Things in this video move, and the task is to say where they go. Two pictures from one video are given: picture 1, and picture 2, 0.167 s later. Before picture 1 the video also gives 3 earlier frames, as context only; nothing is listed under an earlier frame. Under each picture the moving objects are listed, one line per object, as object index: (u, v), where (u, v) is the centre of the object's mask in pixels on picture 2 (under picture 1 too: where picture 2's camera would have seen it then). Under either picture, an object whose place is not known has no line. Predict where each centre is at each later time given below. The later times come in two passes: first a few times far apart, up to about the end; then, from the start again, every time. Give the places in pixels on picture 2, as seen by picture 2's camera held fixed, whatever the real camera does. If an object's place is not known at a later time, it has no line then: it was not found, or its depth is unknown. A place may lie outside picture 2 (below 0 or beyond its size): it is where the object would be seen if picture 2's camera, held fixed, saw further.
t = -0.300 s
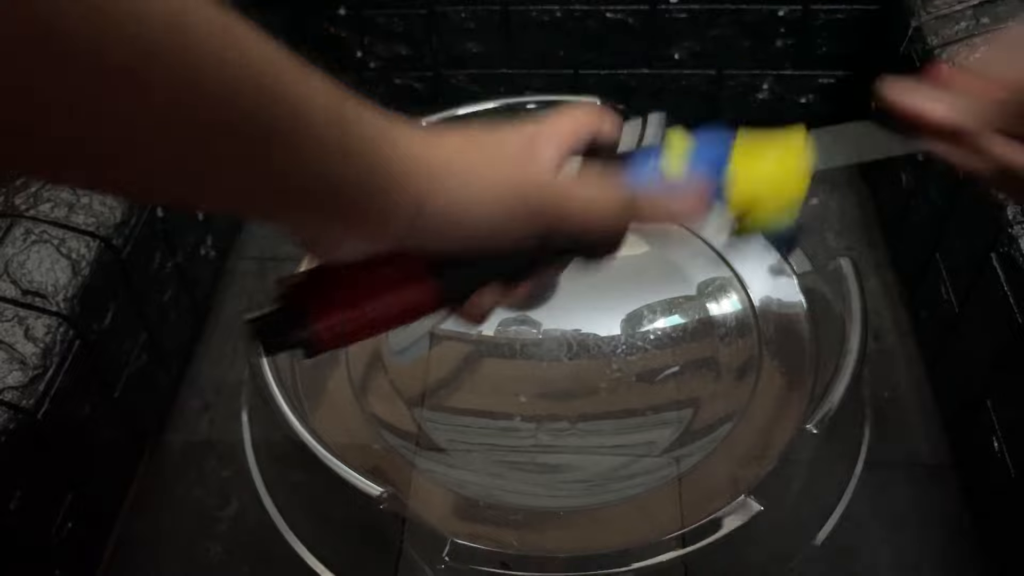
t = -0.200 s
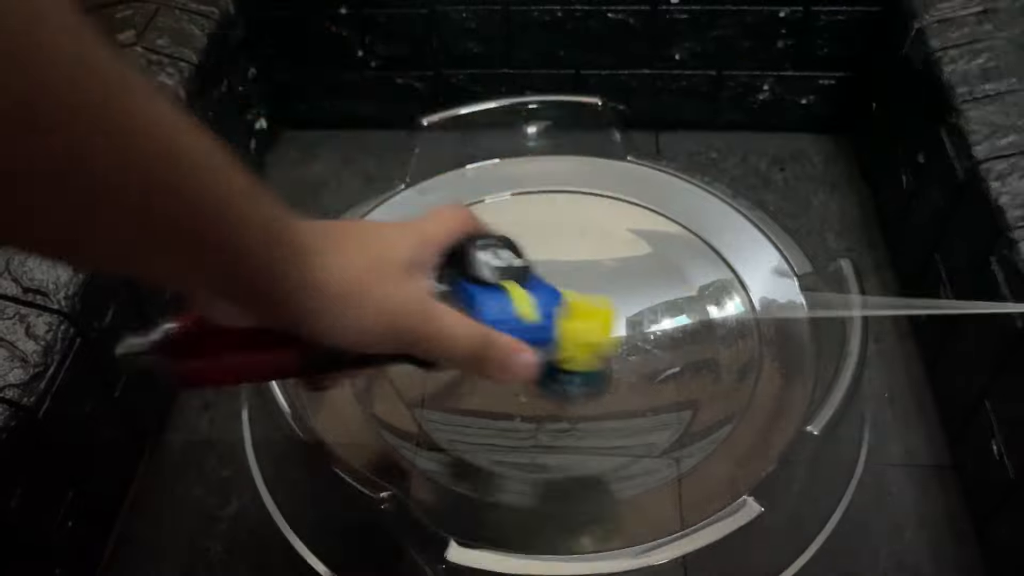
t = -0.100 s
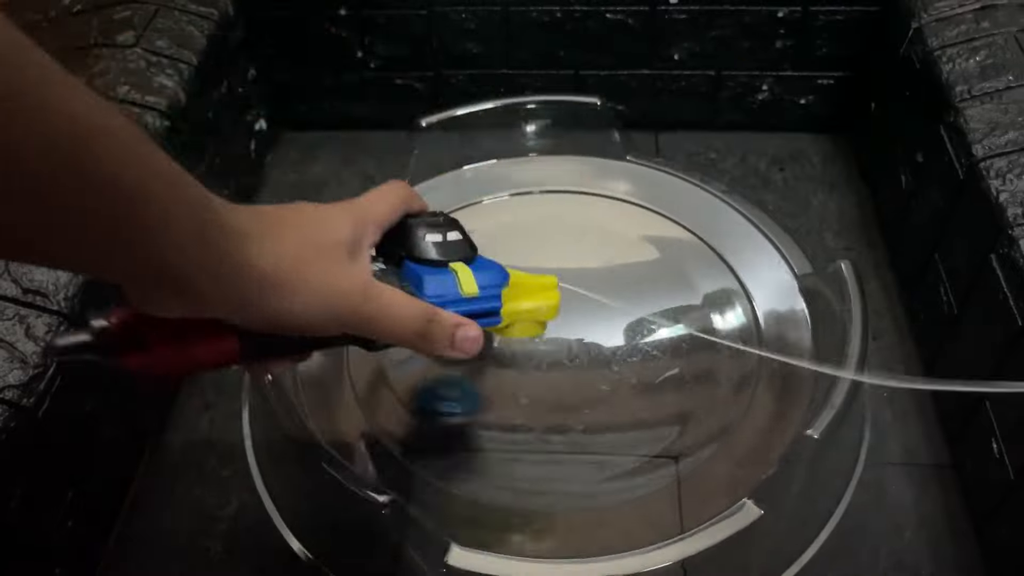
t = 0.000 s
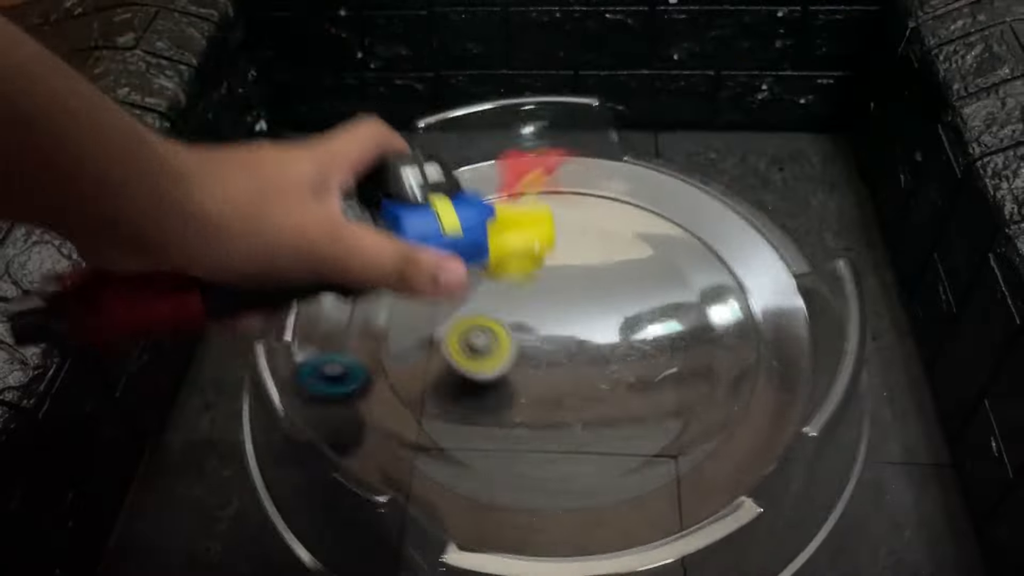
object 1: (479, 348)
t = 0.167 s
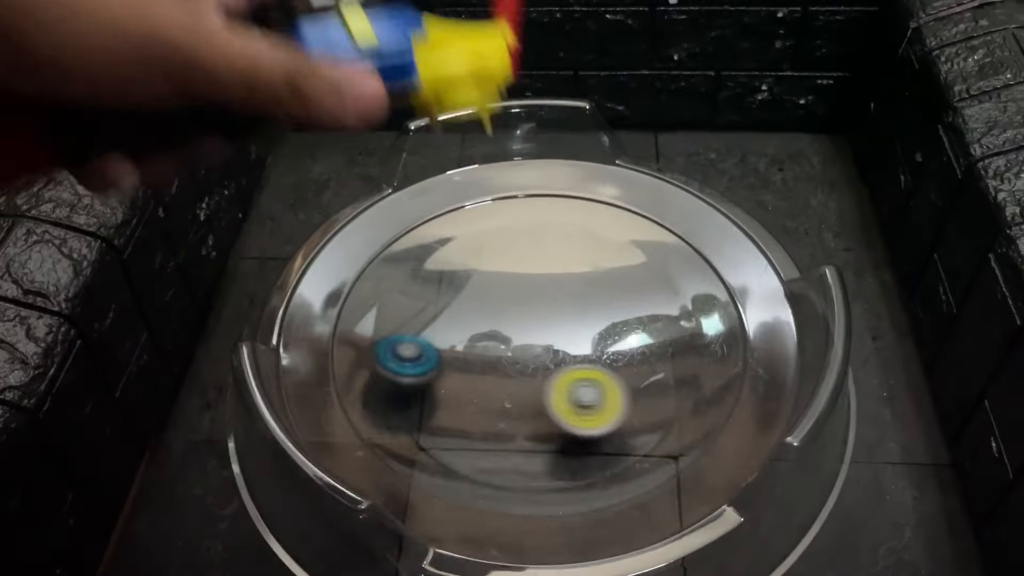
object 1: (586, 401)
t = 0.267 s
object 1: (655, 390)
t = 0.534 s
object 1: (671, 269)
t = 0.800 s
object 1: (477, 195)
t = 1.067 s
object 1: (652, 345)
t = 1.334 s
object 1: (675, 362)
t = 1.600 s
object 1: (472, 332)
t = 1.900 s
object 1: (489, 397)
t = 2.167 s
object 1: (700, 415)
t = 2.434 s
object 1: (695, 252)
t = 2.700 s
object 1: (407, 236)
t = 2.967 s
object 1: (448, 481)
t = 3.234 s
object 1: (761, 339)
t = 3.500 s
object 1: (502, 193)
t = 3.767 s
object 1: (402, 449)
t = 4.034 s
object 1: (763, 368)
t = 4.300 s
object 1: (507, 195)
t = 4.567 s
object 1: (391, 441)
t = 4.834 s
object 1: (761, 386)
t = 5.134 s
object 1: (476, 204)
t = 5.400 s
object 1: (396, 451)
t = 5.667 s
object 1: (758, 372)
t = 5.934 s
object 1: (523, 191)
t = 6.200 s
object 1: (363, 407)
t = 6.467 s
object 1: (739, 416)
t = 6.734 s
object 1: (596, 189)
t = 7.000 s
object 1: (350, 347)
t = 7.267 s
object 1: (681, 474)
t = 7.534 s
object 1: (673, 215)
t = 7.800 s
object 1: (374, 281)
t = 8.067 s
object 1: (547, 508)
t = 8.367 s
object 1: (717, 252)
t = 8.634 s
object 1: (413, 234)
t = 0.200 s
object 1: (611, 401)
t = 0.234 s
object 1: (634, 397)
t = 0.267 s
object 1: (655, 390)
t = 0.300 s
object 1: (671, 380)
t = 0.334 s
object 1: (684, 367)
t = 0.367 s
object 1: (693, 353)
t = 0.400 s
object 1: (698, 337)
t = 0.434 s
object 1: (697, 321)
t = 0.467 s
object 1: (693, 303)
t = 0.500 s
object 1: (684, 285)
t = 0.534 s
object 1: (671, 269)
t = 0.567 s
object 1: (655, 253)
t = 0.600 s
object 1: (636, 238)
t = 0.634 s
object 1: (615, 224)
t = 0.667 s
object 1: (592, 212)
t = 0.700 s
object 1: (566, 201)
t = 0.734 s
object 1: (537, 194)
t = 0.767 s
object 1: (507, 192)
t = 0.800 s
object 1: (477, 195)
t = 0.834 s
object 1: (449, 204)
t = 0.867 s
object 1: (423, 217)
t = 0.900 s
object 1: (400, 234)
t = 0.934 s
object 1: (391, 255)
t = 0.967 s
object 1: (449, 284)
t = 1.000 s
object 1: (514, 310)
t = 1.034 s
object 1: (582, 330)
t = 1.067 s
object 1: (652, 345)
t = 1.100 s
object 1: (710, 353)
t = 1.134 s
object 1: (773, 356)
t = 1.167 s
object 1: (769, 341)
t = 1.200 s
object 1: (756, 336)
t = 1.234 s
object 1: (741, 345)
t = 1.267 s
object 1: (725, 365)
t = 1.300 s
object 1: (700, 361)
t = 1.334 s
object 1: (675, 362)
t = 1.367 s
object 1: (646, 359)
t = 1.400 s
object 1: (616, 356)
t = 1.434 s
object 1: (585, 350)
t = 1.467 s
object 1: (557, 345)
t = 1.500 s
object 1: (532, 341)
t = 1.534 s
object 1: (510, 337)
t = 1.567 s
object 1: (489, 333)
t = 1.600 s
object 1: (472, 332)
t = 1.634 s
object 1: (459, 332)
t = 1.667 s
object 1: (450, 333)
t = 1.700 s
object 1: (444, 338)
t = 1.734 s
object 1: (442, 345)
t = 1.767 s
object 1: (443, 353)
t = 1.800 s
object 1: (450, 363)
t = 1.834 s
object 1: (459, 374)
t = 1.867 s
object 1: (472, 386)
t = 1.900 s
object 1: (489, 397)
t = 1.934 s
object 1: (508, 409)
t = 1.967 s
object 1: (532, 418)
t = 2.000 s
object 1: (558, 427)
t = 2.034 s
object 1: (586, 433)
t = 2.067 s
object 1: (615, 435)
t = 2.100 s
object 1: (645, 433)
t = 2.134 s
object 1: (674, 426)
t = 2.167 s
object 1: (700, 415)
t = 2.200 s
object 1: (722, 401)
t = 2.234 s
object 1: (739, 384)
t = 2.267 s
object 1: (750, 362)
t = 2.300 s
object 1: (755, 339)
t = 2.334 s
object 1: (751, 316)
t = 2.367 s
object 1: (740, 292)
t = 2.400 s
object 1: (721, 271)
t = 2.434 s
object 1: (695, 252)
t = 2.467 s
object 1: (666, 237)
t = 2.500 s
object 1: (632, 224)
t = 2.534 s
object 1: (595, 216)
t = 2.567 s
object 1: (557, 212)
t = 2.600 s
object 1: (518, 212)
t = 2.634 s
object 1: (479, 216)
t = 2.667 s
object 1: (443, 225)
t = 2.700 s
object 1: (407, 236)
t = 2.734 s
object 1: (380, 254)
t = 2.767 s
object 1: (363, 285)
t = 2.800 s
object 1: (351, 316)
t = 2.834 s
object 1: (346, 349)
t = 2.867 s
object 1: (354, 386)
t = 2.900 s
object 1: (373, 422)
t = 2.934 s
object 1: (404, 454)
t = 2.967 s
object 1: (448, 481)
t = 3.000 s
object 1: (501, 499)
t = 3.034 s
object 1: (558, 504)
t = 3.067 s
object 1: (619, 497)
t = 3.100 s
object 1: (669, 478)
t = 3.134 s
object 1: (711, 449)
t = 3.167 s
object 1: (740, 416)
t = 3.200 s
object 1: (756, 381)
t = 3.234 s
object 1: (761, 339)
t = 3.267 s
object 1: (754, 302)
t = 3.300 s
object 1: (735, 268)
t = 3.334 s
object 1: (709, 239)
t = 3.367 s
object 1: (675, 216)
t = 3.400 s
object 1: (637, 199)
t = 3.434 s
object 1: (594, 188)
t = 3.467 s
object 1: (548, 186)
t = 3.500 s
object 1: (502, 193)
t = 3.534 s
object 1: (459, 205)
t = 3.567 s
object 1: (421, 226)
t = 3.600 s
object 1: (390, 254)
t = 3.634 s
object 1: (366, 289)
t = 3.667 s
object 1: (353, 328)
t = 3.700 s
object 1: (354, 369)
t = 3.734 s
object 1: (371, 411)
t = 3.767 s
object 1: (402, 449)
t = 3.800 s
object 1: (447, 478)
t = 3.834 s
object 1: (502, 498)
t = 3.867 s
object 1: (564, 505)
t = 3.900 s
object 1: (625, 497)
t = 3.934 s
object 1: (679, 477)
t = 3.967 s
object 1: (722, 445)
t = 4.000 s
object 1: (750, 409)
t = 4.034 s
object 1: (763, 368)
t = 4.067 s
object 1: (764, 326)
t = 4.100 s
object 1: (749, 286)
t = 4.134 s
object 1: (724, 252)
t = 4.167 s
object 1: (688, 225)
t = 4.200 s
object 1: (648, 205)
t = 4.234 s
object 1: (603, 193)
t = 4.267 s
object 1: (555, 190)
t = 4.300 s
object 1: (507, 195)
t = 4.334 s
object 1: (462, 209)
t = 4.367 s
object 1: (425, 229)
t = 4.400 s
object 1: (394, 256)
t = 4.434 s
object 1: (370, 289)
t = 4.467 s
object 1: (356, 325)
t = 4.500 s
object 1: (353, 363)
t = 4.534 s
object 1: (365, 404)
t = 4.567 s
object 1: (391, 441)
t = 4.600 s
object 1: (430, 473)
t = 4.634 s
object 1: (481, 497)
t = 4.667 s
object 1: (540, 509)
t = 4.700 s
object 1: (602, 506)
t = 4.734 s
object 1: (660, 489)
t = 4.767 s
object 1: (708, 460)
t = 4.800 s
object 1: (742, 425)
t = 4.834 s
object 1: (761, 386)
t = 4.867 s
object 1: (765, 341)
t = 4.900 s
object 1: (752, 299)
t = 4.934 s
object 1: (728, 263)
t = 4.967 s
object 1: (694, 234)
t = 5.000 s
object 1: (656, 212)
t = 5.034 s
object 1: (612, 198)
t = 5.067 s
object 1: (566, 192)
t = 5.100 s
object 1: (519, 195)
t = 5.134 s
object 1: (476, 204)
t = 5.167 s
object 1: (437, 220)
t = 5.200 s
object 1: (403, 242)
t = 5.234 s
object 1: (377, 272)
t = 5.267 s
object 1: (359, 305)
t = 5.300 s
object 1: (348, 339)
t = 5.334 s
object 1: (352, 377)
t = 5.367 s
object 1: (367, 416)
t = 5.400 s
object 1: (396, 451)
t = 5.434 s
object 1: (439, 480)
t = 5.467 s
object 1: (494, 501)
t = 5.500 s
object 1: (553, 508)
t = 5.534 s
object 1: (615, 502)
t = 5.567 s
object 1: (671, 480)
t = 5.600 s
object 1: (715, 450)
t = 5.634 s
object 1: (743, 412)
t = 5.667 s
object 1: (758, 372)
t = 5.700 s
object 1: (758, 330)
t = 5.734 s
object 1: (744, 290)
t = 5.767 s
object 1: (718, 257)
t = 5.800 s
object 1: (687, 229)
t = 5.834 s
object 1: (651, 209)
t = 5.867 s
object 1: (610, 196)
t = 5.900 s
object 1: (567, 189)
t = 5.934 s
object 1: (523, 191)
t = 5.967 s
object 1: (482, 198)
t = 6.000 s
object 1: (443, 212)
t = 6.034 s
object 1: (409, 233)
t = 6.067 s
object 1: (380, 260)
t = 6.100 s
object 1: (359, 292)
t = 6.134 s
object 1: (348, 330)
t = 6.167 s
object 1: (348, 368)
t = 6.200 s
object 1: (363, 407)
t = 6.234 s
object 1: (392, 444)
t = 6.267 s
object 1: (434, 474)
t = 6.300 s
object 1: (489, 496)
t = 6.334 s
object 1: (548, 505)
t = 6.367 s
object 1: (610, 499)
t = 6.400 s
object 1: (665, 481)
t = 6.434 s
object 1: (710, 450)
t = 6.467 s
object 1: (739, 416)
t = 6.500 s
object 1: (756, 381)
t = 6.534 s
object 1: (761, 339)
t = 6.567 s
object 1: (751, 301)
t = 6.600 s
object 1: (732, 267)
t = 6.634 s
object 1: (707, 238)
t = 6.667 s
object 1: (673, 216)
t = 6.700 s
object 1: (637, 200)
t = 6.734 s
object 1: (596, 189)
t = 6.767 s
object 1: (552, 186)
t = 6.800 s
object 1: (509, 190)
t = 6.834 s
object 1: (467, 202)
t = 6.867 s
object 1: (430, 219)
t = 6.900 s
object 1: (399, 244)
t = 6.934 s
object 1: (374, 275)
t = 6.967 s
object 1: (356, 310)
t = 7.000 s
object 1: (350, 347)
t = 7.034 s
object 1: (360, 388)
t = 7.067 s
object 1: (381, 425)
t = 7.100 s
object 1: (415, 459)
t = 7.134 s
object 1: (461, 485)
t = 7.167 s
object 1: (516, 501)
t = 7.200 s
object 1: (575, 504)
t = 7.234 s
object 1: (630, 496)
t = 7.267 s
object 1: (681, 474)
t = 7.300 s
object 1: (720, 447)
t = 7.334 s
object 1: (747, 412)
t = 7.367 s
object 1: (762, 377)
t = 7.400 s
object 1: (765, 337)
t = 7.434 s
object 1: (756, 300)
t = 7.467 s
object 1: (736, 266)
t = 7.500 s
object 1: (708, 238)
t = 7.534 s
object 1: (673, 215)
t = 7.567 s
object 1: (635, 199)
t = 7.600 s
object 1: (592, 190)
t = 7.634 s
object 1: (547, 189)
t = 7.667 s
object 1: (503, 195)
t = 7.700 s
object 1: (462, 207)
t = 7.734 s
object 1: (427, 226)
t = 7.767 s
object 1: (397, 251)
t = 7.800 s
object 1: (374, 281)
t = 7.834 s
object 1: (358, 313)
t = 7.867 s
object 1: (352, 349)
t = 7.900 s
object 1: (358, 386)
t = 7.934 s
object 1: (376, 422)
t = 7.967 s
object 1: (406, 454)
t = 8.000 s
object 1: (445, 481)
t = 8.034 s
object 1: (494, 500)
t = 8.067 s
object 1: (547, 508)
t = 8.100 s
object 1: (602, 505)
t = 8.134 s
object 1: (657, 490)
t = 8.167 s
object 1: (701, 465)
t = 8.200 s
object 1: (736, 432)
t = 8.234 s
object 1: (756, 398)
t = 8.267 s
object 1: (764, 358)
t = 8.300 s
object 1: (759, 319)
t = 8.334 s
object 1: (742, 282)
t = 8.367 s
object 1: (717, 252)
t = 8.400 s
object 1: (685, 227)
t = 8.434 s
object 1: (648, 208)
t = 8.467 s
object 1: (607, 196)
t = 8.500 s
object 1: (564, 191)
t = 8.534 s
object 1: (522, 194)
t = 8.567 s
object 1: (482, 202)
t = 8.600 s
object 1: (445, 215)
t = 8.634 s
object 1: (413, 234)
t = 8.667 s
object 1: (387, 258)
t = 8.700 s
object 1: (367, 287)
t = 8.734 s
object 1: (353, 318)
